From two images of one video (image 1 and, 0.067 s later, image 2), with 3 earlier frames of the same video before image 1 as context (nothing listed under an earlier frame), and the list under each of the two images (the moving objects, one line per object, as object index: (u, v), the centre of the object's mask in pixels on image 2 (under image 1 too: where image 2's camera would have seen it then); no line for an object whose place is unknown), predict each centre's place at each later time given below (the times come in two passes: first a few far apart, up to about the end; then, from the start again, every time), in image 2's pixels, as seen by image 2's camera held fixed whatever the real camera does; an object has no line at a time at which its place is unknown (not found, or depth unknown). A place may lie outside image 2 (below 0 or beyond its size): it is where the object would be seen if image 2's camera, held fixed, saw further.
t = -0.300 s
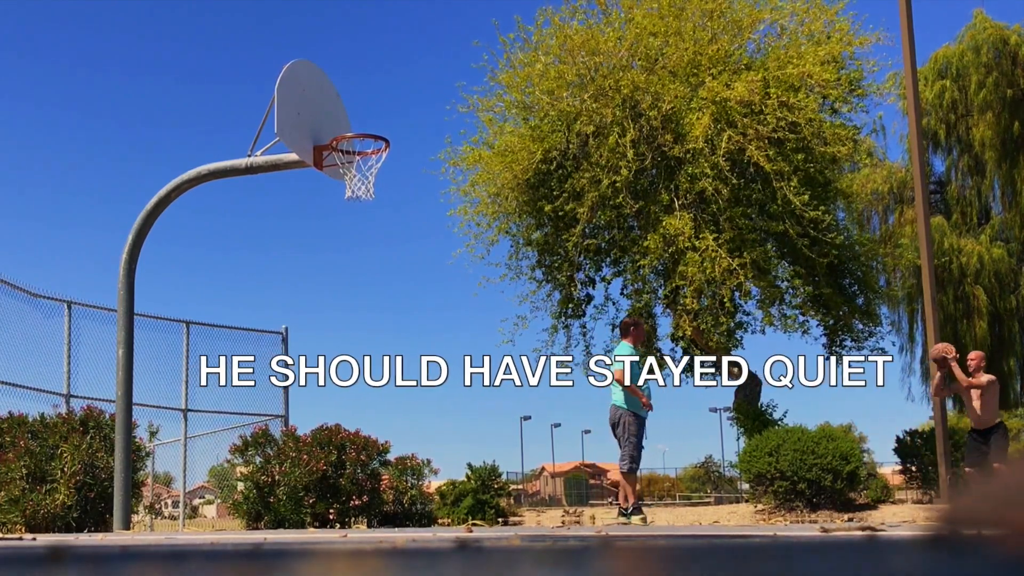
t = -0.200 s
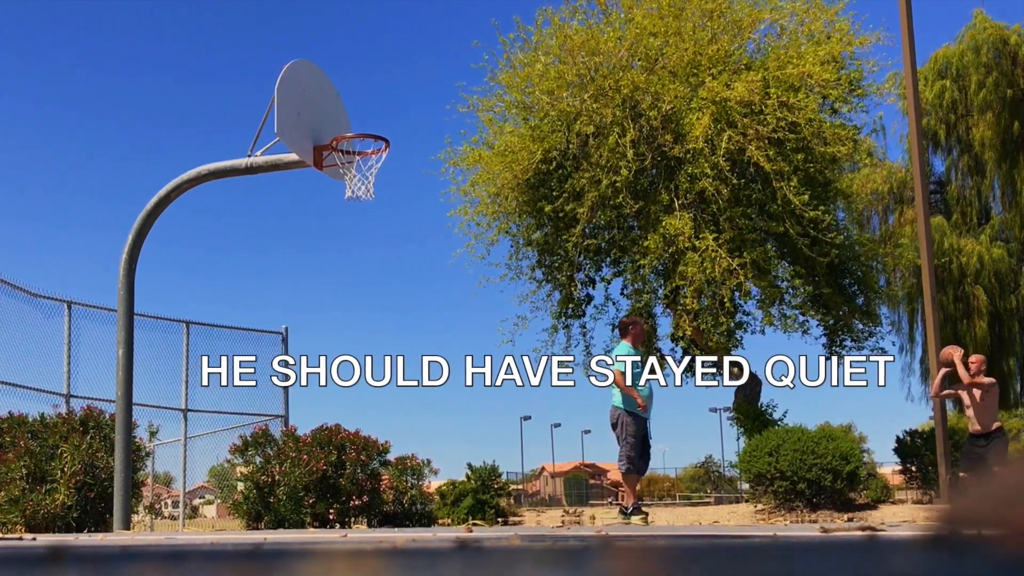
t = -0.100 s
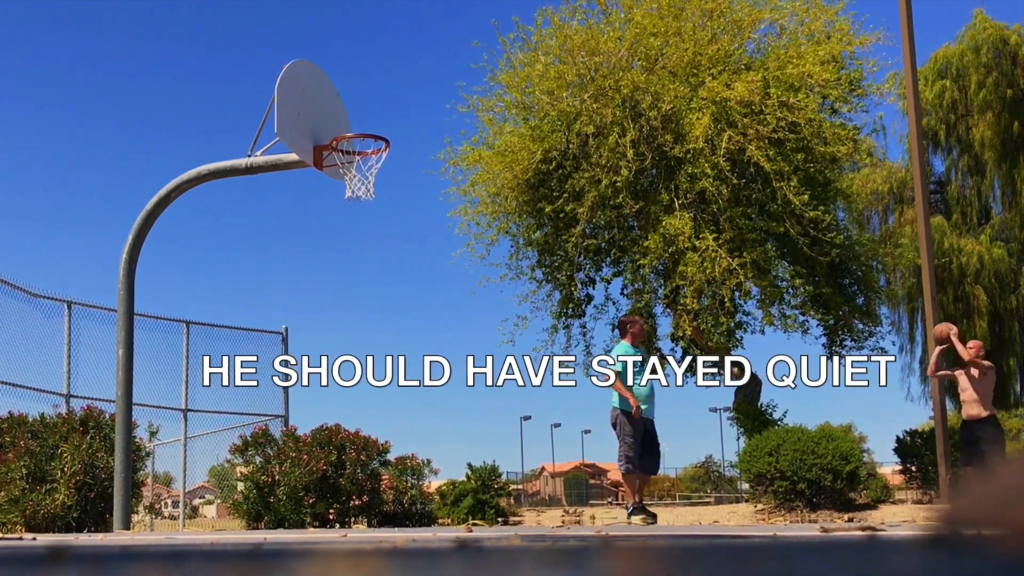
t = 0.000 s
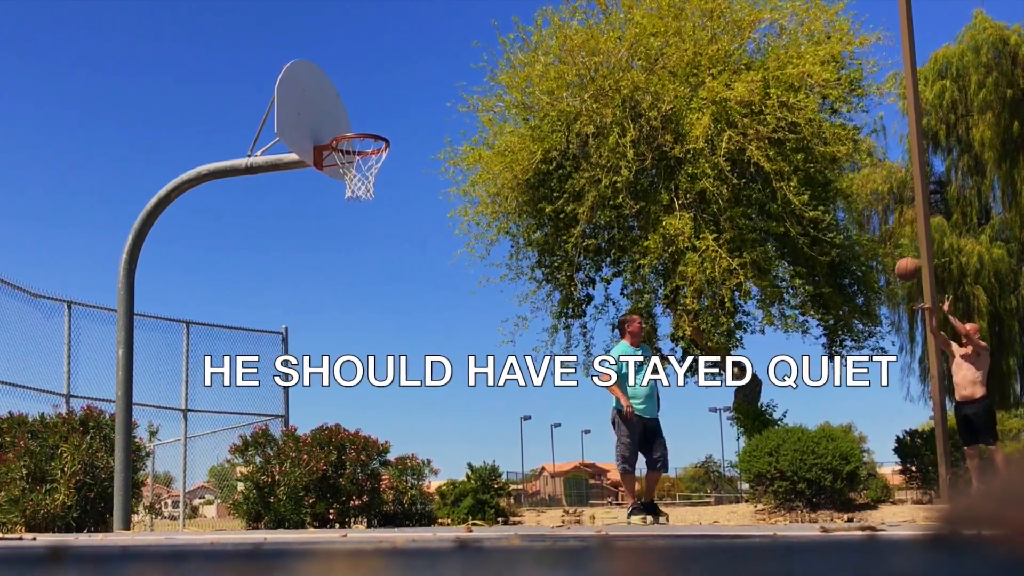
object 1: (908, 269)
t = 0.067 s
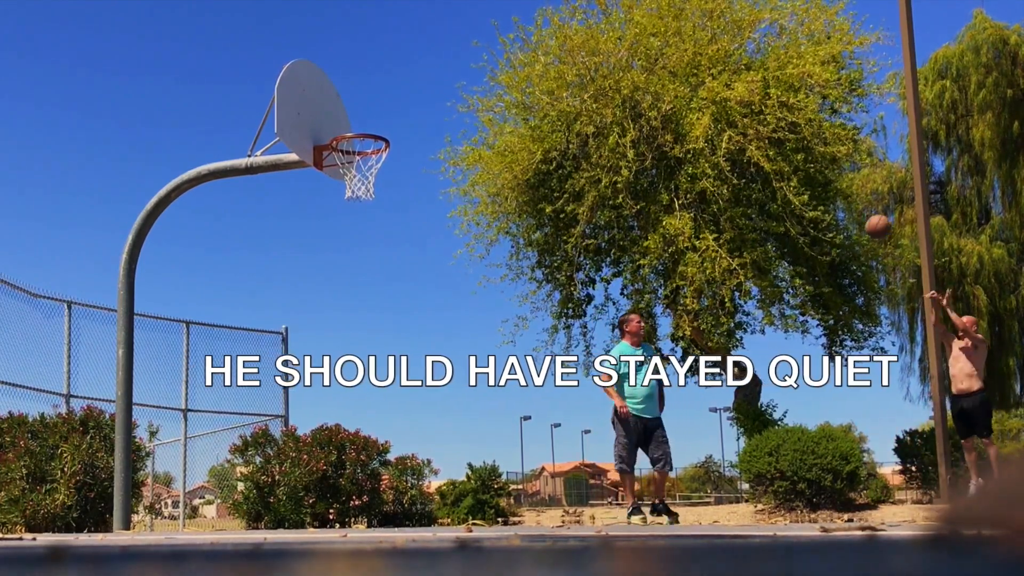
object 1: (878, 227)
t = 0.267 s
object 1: (790, 124)
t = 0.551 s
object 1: (660, 41)
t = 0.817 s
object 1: (531, 34)
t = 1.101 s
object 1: (386, 116)
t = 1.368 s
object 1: (375, 249)
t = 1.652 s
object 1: (413, 456)
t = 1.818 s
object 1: (445, 430)
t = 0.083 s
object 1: (871, 217)
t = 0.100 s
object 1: (864, 207)
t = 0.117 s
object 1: (856, 198)
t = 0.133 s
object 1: (849, 189)
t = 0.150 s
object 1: (841, 180)
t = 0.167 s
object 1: (834, 171)
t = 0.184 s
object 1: (827, 162)
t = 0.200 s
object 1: (820, 154)
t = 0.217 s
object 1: (812, 146)
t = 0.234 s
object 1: (805, 139)
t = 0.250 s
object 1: (797, 131)
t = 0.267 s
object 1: (790, 124)
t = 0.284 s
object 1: (781, 117)
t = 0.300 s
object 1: (775, 110)
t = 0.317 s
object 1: (767, 103)
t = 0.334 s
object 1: (759, 98)
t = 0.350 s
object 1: (753, 92)
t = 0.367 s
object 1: (745, 86)
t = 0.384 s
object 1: (737, 81)
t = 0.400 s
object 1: (730, 75)
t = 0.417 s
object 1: (722, 70)
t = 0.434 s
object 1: (714, 66)
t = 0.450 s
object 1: (707, 61)
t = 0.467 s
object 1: (699, 57)
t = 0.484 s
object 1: (691, 53)
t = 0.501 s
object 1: (683, 50)
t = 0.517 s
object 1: (676, 46)
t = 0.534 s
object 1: (668, 43)
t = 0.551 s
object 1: (660, 41)
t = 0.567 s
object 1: (652, 38)
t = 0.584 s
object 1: (644, 36)
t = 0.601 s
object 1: (636, 34)
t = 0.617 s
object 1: (629, 32)
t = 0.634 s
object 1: (620, 31)
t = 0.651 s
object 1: (612, 29)
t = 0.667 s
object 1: (605, 29)
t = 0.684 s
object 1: (597, 28)
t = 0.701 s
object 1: (588, 28)
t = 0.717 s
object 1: (580, 28)
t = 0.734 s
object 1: (572, 28)
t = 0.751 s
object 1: (564, 29)
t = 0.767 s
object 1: (556, 30)
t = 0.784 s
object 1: (547, 31)
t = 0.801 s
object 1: (539, 33)
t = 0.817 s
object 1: (531, 34)
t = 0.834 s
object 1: (523, 36)
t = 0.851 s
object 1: (515, 39)
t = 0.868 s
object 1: (506, 41)
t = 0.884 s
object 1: (498, 45)
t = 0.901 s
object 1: (490, 48)
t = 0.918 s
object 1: (481, 52)
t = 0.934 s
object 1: (473, 56)
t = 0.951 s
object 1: (464, 61)
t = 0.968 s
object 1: (456, 66)
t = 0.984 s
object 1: (447, 71)
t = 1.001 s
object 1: (439, 76)
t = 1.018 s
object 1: (430, 82)
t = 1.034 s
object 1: (421, 88)
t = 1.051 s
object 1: (413, 95)
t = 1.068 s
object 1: (404, 102)
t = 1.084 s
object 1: (395, 109)
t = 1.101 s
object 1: (386, 116)
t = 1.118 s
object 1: (377, 124)
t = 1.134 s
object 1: (368, 133)
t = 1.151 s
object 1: (359, 142)
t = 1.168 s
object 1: (350, 152)
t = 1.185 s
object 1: (348, 159)
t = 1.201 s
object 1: (351, 168)
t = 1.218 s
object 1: (355, 179)
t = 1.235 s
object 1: (356, 187)
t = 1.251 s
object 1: (358, 191)
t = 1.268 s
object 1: (360, 197)
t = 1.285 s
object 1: (362, 205)
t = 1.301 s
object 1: (365, 213)
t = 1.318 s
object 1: (367, 222)
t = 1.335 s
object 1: (370, 230)
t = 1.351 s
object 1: (372, 240)
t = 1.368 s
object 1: (375, 249)
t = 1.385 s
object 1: (377, 259)
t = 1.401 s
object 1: (379, 269)
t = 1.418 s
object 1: (381, 280)
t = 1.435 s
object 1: (384, 290)
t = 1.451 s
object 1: (386, 301)
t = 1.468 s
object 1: (389, 312)
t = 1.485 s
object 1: (391, 324)
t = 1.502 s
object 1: (393, 336)
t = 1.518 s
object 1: (396, 348)
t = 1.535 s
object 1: (398, 360)
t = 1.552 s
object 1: (400, 373)
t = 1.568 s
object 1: (402, 386)
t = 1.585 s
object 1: (405, 399)
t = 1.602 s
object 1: (407, 413)
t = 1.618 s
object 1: (409, 427)
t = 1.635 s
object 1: (411, 442)
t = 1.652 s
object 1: (413, 456)
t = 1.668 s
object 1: (415, 471)
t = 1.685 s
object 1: (417, 486)
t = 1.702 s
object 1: (419, 502)
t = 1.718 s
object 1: (422, 502)
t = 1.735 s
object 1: (426, 489)
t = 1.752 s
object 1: (430, 476)
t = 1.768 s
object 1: (435, 464)
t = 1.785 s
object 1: (438, 452)
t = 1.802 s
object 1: (442, 441)
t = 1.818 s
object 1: (445, 430)
